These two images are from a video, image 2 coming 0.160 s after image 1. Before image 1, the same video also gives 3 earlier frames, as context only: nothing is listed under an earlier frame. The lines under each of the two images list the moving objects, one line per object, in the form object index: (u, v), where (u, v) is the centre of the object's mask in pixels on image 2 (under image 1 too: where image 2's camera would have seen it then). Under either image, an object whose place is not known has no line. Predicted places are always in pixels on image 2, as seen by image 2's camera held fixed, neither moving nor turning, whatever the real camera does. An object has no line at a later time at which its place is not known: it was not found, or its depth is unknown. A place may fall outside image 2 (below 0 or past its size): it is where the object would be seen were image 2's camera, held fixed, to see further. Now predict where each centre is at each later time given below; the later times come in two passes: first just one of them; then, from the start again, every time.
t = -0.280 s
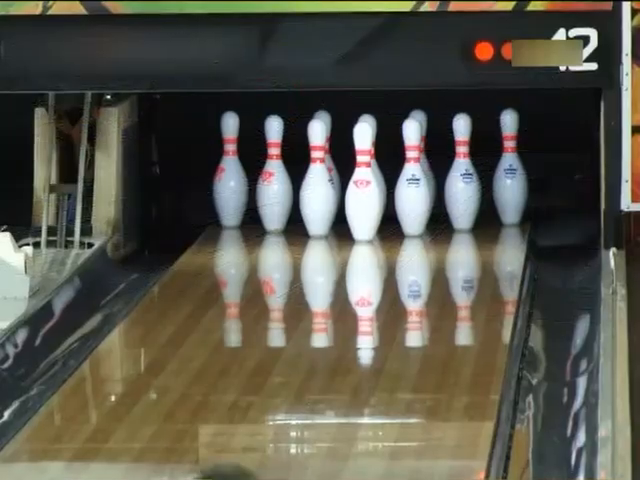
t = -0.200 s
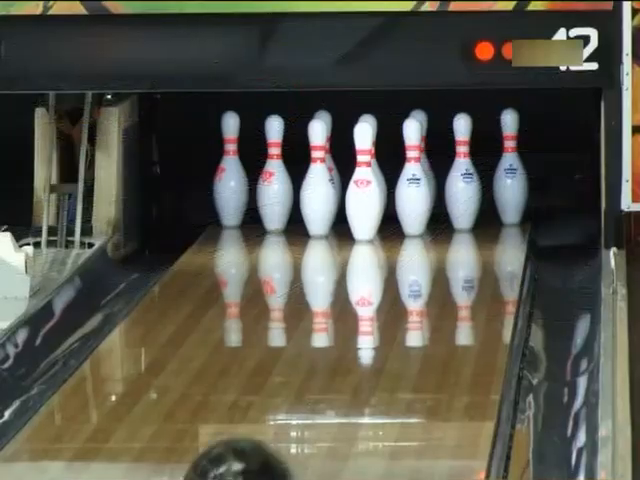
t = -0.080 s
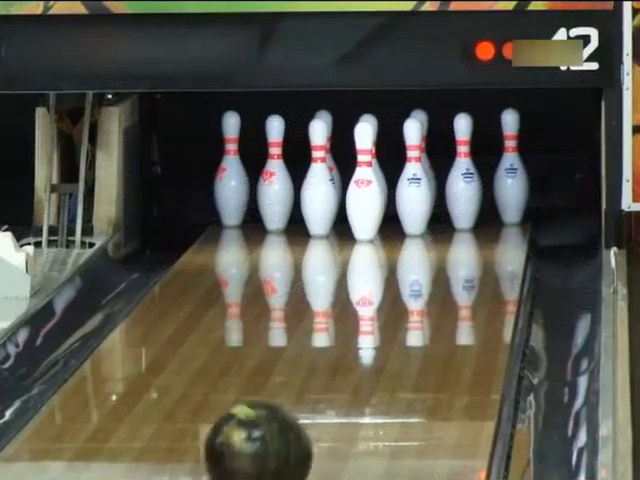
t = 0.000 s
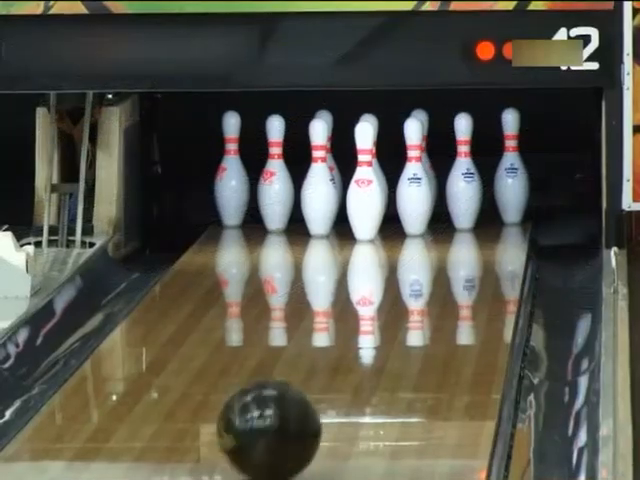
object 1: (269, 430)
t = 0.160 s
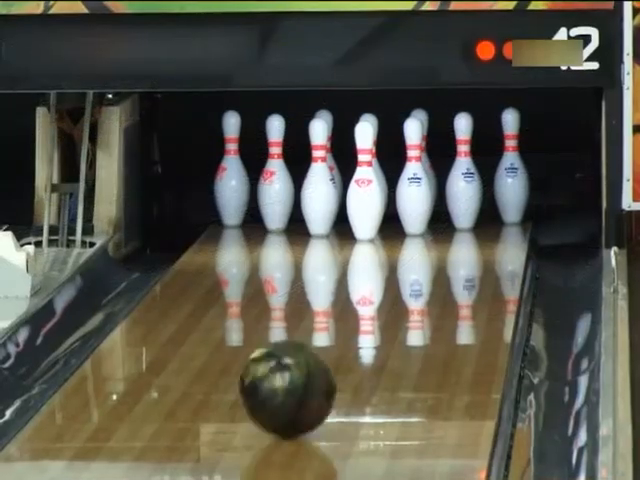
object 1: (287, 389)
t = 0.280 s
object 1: (299, 360)
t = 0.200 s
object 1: (291, 379)
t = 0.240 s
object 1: (296, 369)
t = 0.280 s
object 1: (299, 360)
